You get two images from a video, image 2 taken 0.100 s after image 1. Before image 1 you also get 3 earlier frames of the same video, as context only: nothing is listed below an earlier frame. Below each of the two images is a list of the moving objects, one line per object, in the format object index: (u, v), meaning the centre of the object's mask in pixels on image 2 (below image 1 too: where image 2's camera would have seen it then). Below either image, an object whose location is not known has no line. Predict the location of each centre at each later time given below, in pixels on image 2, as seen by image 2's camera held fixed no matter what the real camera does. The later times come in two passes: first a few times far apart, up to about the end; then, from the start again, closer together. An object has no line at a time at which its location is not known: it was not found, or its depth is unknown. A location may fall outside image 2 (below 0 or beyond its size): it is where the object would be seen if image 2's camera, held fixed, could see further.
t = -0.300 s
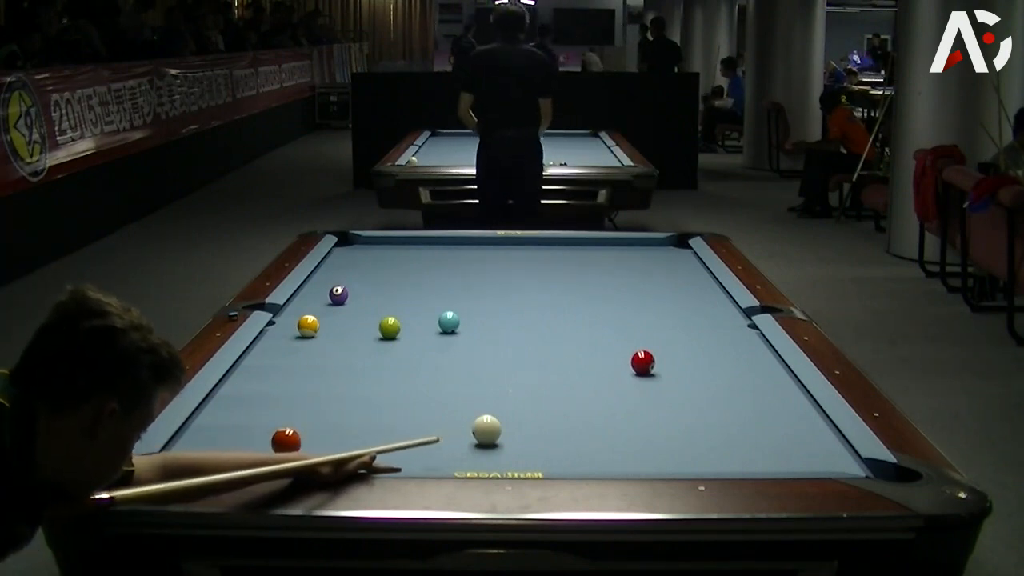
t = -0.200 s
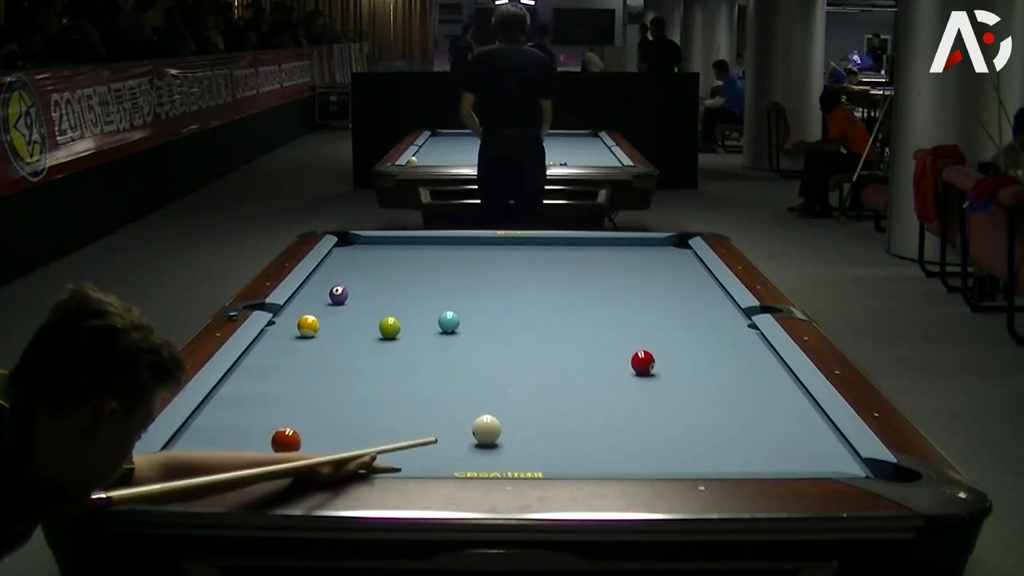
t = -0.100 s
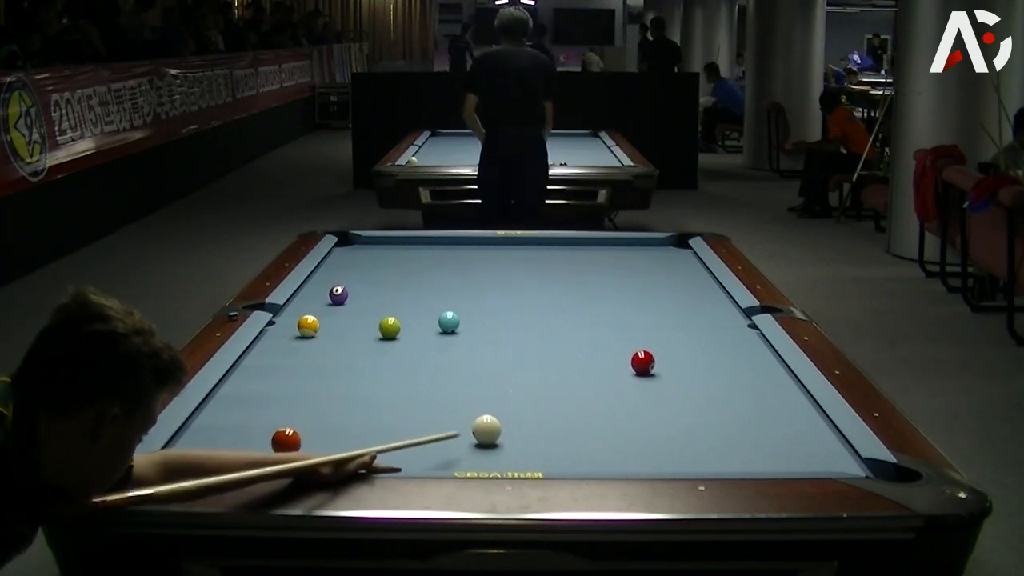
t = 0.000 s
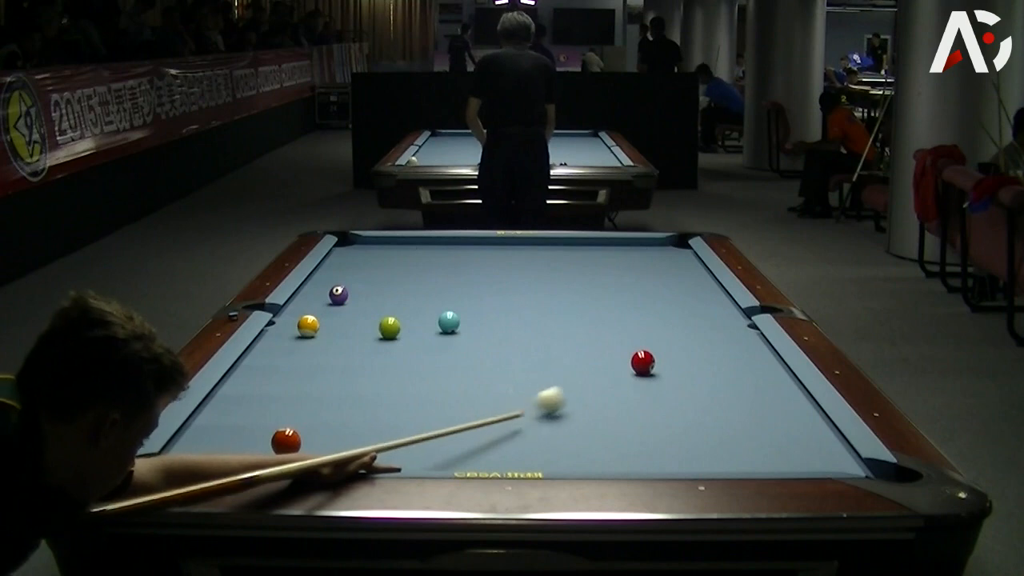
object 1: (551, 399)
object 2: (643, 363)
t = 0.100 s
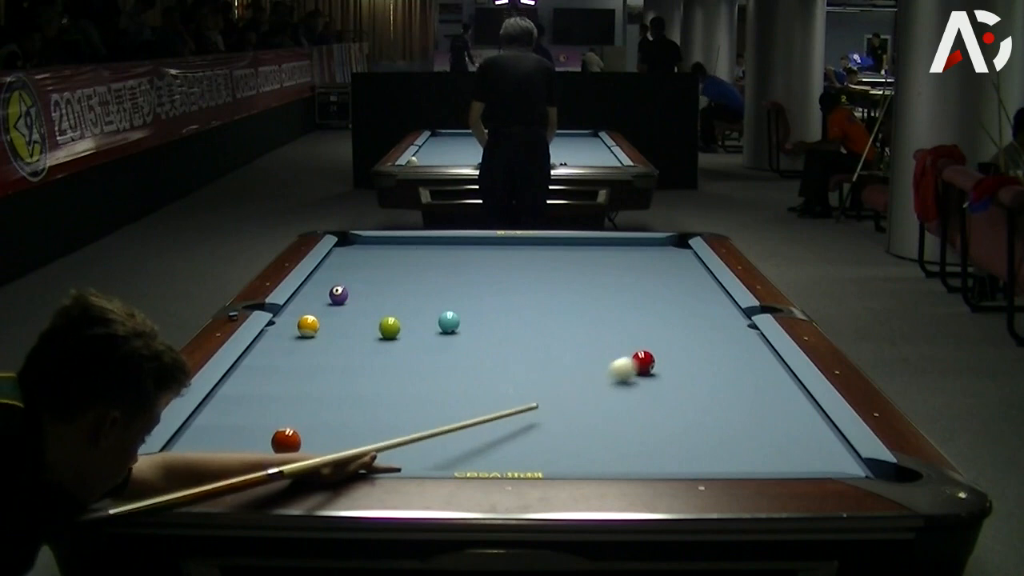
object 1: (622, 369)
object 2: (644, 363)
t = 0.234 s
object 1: (627, 363)
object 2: (712, 336)
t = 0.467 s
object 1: (640, 351)
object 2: (665, 307)
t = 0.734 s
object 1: (656, 338)
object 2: (575, 286)
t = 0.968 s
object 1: (668, 328)
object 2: (512, 272)
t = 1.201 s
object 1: (679, 319)
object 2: (456, 259)
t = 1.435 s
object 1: (688, 310)
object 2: (406, 248)
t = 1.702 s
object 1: (698, 301)
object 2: (354, 241)
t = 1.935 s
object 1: (705, 295)
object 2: (363, 247)
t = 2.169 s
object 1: (711, 288)
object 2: (383, 253)
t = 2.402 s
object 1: (708, 283)
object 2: (403, 259)
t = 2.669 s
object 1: (699, 278)
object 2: (428, 266)
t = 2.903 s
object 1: (693, 273)
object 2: (450, 272)
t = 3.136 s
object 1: (686, 269)
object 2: (472, 279)
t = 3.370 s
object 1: (681, 266)
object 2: (494, 286)
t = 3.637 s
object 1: (675, 263)
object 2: (520, 294)
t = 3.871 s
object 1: (670, 260)
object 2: (542, 300)
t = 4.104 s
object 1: (666, 257)
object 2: (565, 307)
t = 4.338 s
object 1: (662, 255)
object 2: (588, 314)
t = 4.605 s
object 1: (658, 253)
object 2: (614, 322)
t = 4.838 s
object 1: (656, 251)
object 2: (637, 329)
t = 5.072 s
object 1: (653, 250)
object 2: (660, 336)
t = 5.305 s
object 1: (651, 249)
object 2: (683, 343)
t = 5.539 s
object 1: (650, 248)
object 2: (705, 349)
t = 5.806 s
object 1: (648, 247)
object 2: (729, 357)
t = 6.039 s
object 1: (647, 247)
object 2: (750, 363)
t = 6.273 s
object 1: (647, 246)
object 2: (770, 370)
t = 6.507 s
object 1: (646, 246)
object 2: (779, 375)
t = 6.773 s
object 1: (646, 246)
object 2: (775, 380)
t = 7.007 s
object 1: (646, 246)
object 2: (772, 384)
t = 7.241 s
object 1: (646, 246)
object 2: (769, 389)
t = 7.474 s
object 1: (646, 246)
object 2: (767, 393)
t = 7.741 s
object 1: (646, 246)
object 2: (765, 396)
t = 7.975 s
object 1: (646, 246)
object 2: (763, 398)
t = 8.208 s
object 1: (646, 246)
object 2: (762, 401)
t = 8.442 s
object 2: (761, 402)
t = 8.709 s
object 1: (646, 246)
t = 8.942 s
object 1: (646, 246)
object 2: (760, 404)
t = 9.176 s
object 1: (646, 246)
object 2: (760, 404)
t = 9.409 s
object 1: (646, 246)
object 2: (760, 404)
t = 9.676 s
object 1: (646, 246)
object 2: (760, 404)
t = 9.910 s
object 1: (646, 246)
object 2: (760, 404)
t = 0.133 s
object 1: (628, 366)
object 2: (656, 357)
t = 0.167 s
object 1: (628, 366)
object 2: (676, 349)
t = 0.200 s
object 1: (627, 365)
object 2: (694, 342)
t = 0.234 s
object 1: (627, 363)
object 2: (712, 336)
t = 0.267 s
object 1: (628, 362)
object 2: (727, 330)
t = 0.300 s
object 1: (630, 361)
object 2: (742, 324)
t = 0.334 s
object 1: (632, 359)
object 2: (729, 320)
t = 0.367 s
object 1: (634, 357)
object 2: (712, 316)
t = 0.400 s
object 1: (636, 355)
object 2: (696, 313)
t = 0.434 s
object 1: (638, 353)
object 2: (680, 310)
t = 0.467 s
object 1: (640, 351)
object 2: (665, 307)
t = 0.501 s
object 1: (643, 350)
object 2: (651, 304)
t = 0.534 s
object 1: (645, 348)
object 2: (639, 301)
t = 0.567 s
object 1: (647, 346)
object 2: (627, 298)
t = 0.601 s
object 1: (649, 345)
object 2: (616, 296)
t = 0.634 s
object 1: (651, 343)
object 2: (605, 293)
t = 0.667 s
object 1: (653, 341)
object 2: (595, 291)
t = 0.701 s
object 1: (654, 340)
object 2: (585, 289)
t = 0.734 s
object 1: (656, 338)
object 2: (575, 286)
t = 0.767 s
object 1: (658, 337)
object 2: (566, 284)
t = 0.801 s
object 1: (660, 335)
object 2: (556, 282)
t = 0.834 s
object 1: (662, 334)
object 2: (547, 280)
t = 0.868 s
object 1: (663, 332)
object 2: (538, 278)
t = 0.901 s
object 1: (665, 331)
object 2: (529, 276)
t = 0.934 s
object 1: (667, 329)
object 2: (521, 274)
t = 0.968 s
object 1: (668, 328)
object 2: (512, 272)
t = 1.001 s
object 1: (670, 327)
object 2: (503, 270)
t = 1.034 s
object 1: (671, 325)
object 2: (495, 268)
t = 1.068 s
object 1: (673, 324)
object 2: (487, 266)
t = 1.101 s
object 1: (674, 323)
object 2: (479, 264)
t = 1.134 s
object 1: (676, 321)
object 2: (471, 263)
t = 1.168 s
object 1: (677, 320)
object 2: (463, 261)
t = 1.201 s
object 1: (679, 319)
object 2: (456, 259)
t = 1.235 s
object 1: (680, 318)
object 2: (448, 257)
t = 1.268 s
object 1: (682, 316)
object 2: (441, 256)
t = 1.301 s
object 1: (683, 315)
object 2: (434, 254)
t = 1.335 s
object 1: (684, 313)
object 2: (427, 252)
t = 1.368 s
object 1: (686, 312)
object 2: (420, 251)
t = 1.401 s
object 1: (687, 311)
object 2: (413, 249)
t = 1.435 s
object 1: (688, 310)
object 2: (406, 248)
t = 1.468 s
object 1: (690, 309)
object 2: (400, 246)
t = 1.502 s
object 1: (691, 308)
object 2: (394, 245)
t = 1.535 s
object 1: (692, 307)
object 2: (387, 244)
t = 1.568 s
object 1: (693, 306)
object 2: (381, 243)
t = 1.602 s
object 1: (694, 305)
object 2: (375, 241)
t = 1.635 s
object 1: (696, 303)
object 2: (368, 240)
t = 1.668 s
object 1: (697, 303)
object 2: (361, 240)
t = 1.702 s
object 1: (698, 301)
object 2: (354, 241)
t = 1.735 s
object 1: (699, 300)
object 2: (347, 241)
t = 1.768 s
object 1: (700, 299)
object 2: (345, 242)
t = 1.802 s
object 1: (701, 298)
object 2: (349, 243)
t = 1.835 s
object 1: (702, 297)
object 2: (353, 244)
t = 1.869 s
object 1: (703, 296)
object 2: (356, 245)
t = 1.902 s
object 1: (704, 296)
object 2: (359, 245)
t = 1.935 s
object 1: (705, 295)
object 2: (363, 247)
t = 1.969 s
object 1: (706, 294)
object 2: (366, 248)
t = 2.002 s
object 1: (707, 293)
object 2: (369, 248)
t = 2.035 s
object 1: (708, 292)
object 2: (372, 249)
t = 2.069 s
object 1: (708, 291)
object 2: (375, 250)
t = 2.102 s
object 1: (710, 290)
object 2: (378, 251)
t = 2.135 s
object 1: (710, 289)
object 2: (381, 252)
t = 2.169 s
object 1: (711, 288)
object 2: (383, 253)
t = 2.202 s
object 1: (712, 288)
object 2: (386, 254)
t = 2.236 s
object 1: (713, 287)
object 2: (389, 255)
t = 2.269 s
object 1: (713, 286)
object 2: (392, 255)
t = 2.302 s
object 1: (712, 285)
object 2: (395, 256)
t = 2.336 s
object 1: (710, 284)
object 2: (398, 257)
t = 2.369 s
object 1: (709, 284)
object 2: (401, 258)
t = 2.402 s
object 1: (708, 283)
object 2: (403, 259)
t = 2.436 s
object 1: (707, 282)
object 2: (407, 260)
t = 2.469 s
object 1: (706, 282)
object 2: (410, 261)
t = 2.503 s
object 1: (705, 281)
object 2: (413, 262)
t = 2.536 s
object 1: (703, 280)
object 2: (416, 263)
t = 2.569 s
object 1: (702, 279)
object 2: (419, 264)
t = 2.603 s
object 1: (701, 279)
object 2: (422, 264)
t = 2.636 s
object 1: (700, 278)
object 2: (425, 265)
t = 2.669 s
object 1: (699, 278)
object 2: (428, 266)
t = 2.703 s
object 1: (698, 277)
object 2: (431, 267)
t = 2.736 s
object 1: (697, 276)
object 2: (434, 268)
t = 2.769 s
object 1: (696, 276)
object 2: (437, 269)
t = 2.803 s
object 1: (695, 275)
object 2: (440, 270)
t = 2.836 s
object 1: (695, 274)
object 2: (443, 271)
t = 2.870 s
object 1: (694, 274)
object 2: (447, 271)
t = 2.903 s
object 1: (693, 273)
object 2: (450, 272)
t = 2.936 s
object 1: (691, 273)
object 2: (453, 273)
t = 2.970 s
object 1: (691, 272)
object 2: (456, 274)
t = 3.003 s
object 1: (690, 272)
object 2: (459, 275)
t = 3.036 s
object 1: (689, 271)
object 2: (462, 276)
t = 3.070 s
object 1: (688, 271)
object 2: (465, 277)
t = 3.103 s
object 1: (687, 270)
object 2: (468, 278)
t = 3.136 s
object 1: (686, 269)
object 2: (472, 279)
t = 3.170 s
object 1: (685, 269)
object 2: (475, 280)
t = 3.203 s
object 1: (684, 269)
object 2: (478, 281)
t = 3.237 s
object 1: (683, 268)
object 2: (481, 282)
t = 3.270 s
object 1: (683, 268)
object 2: (484, 283)
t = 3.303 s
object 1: (682, 267)
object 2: (487, 284)
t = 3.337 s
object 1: (681, 267)
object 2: (491, 285)
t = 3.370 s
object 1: (681, 266)
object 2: (494, 286)
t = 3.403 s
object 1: (680, 266)
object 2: (497, 287)
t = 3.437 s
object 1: (679, 265)
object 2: (500, 288)
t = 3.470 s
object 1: (678, 265)
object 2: (504, 289)
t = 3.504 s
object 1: (678, 264)
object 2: (506, 290)
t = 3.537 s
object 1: (677, 264)
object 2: (510, 291)
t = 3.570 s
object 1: (676, 264)
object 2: (513, 291)
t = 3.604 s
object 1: (675, 263)
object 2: (516, 292)
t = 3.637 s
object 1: (675, 263)
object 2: (520, 294)
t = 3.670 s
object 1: (674, 262)
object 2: (523, 295)
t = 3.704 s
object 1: (674, 262)
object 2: (526, 296)
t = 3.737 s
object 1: (673, 261)
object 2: (530, 296)
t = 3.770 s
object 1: (672, 261)
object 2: (533, 297)
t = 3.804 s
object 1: (671, 261)
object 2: (536, 298)
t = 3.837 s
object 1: (671, 260)
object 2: (539, 299)
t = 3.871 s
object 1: (670, 260)
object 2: (542, 300)
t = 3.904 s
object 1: (669, 259)
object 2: (546, 301)
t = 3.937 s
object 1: (669, 259)
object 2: (549, 302)
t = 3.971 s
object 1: (668, 259)
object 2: (552, 303)
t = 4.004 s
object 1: (668, 258)
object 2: (555, 304)
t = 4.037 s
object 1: (667, 258)
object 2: (559, 305)
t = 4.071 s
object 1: (666, 258)
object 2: (562, 306)
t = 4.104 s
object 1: (666, 257)
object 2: (565, 307)
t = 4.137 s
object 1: (666, 257)
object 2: (568, 308)
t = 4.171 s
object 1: (665, 257)
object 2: (572, 309)
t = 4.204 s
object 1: (665, 256)
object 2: (575, 310)
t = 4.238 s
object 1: (664, 256)
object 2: (578, 311)
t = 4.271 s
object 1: (663, 256)
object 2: (582, 312)
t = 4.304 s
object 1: (663, 255)
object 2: (585, 313)
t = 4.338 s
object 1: (662, 255)
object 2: (588, 314)
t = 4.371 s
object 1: (662, 255)
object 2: (591, 315)
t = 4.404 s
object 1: (661, 255)
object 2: (595, 316)
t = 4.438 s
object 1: (661, 254)
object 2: (598, 317)
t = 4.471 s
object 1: (660, 254)
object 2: (601, 318)
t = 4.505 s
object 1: (660, 254)
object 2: (605, 319)
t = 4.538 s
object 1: (659, 254)
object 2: (608, 320)
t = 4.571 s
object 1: (659, 253)
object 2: (611, 321)
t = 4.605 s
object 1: (658, 253)
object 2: (614, 322)
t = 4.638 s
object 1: (658, 253)
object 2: (618, 323)
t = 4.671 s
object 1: (658, 252)
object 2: (621, 324)
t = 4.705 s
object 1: (657, 252)
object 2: (624, 325)
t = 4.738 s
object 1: (657, 252)
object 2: (628, 326)
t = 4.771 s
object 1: (657, 252)
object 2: (631, 327)
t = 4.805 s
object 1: (656, 252)
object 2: (634, 328)
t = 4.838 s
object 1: (656, 251)
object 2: (637, 329)
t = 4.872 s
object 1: (656, 251)
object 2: (641, 330)
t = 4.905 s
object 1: (655, 251)
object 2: (644, 331)
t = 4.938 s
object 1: (655, 251)
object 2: (647, 332)
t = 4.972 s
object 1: (654, 250)
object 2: (650, 333)
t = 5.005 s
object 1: (654, 250)
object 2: (654, 334)
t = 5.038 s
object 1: (654, 250)
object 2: (657, 335)
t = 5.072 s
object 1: (653, 250)
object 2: (660, 336)
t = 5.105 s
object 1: (653, 249)
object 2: (663, 337)
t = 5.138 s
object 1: (653, 249)
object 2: (666, 338)
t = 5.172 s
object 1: (652, 249)
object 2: (670, 339)
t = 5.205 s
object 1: (652, 249)
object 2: (673, 340)
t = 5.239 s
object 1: (652, 249)
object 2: (676, 341)
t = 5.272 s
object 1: (651, 249)
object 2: (680, 342)
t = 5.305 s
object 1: (651, 249)
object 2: (683, 343)
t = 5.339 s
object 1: (651, 249)
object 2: (686, 344)
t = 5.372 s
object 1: (651, 249)
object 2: (689, 345)
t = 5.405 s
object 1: (651, 248)
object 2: (692, 345)
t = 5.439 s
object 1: (650, 248)
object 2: (695, 346)
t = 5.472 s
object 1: (650, 248)
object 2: (698, 347)
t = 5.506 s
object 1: (650, 248)
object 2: (702, 348)
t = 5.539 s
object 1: (650, 248)
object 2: (705, 349)
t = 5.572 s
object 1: (650, 248)
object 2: (708, 350)
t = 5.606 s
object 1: (649, 248)
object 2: (711, 351)
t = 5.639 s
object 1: (649, 248)
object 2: (714, 352)
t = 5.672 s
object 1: (649, 247)
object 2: (718, 353)
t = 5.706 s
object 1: (649, 247)
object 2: (721, 354)
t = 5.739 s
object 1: (649, 247)
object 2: (724, 355)
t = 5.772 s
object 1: (648, 247)
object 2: (726, 356)
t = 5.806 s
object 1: (648, 247)
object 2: (729, 357)
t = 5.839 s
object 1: (648, 247)
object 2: (732, 358)
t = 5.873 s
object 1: (648, 247)
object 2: (735, 359)
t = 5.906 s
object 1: (648, 247)
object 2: (738, 360)
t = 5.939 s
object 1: (648, 247)
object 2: (741, 360)
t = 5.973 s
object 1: (647, 247)
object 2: (744, 361)
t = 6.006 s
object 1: (647, 247)
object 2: (747, 362)
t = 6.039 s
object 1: (647, 247)
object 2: (750, 363)
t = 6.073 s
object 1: (647, 246)
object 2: (753, 364)
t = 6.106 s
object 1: (647, 246)
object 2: (756, 365)
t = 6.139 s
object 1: (647, 246)
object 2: (759, 366)
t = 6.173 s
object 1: (647, 246)
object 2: (762, 367)
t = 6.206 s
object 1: (647, 246)
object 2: (765, 368)
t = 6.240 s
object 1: (647, 246)
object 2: (768, 369)
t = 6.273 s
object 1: (647, 246)
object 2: (770, 370)
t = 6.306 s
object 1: (647, 246)
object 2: (773, 370)
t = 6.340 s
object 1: (646, 246)
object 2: (776, 371)
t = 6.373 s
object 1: (646, 246)
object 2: (778, 372)
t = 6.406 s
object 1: (646, 246)
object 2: (780, 373)
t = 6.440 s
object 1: (646, 246)
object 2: (780, 374)
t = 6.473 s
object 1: (646, 246)
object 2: (779, 374)
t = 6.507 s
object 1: (646, 246)
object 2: (779, 375)
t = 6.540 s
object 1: (646, 246)
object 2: (778, 376)
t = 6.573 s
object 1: (646, 246)
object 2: (778, 377)
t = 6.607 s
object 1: (646, 246)
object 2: (777, 377)
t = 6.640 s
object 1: (646, 246)
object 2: (777, 378)
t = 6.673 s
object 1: (646, 246)
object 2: (776, 378)
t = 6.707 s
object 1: (646, 246)
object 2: (776, 379)
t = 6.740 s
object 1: (646, 246)
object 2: (776, 379)
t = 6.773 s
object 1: (646, 246)
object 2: (775, 380)
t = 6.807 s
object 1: (646, 246)
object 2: (775, 381)
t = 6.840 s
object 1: (646, 246)
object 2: (774, 382)
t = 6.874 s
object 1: (646, 246)
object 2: (774, 382)
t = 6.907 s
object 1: (646, 246)
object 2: (773, 383)
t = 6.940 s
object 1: (646, 246)
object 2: (772, 384)
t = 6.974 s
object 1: (646, 246)
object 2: (772, 384)
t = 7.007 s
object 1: (646, 246)
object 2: (772, 384)
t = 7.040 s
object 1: (646, 246)
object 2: (772, 385)
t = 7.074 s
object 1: (646, 246)
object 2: (771, 386)
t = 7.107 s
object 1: (646, 246)
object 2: (771, 386)
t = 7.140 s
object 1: (646, 246)
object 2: (771, 387)
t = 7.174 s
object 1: (646, 246)
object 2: (770, 388)
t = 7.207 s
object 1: (646, 246)
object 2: (770, 388)
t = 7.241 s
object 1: (646, 246)
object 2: (769, 389)
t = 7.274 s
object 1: (646, 246)
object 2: (769, 390)
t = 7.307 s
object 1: (646, 246)
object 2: (769, 390)
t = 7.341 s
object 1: (646, 246)
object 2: (768, 390)
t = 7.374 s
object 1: (646, 246)
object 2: (768, 391)
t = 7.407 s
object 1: (647, 246)
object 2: (768, 391)
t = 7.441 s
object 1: (646, 246)
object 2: (767, 392)
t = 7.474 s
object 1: (646, 246)
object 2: (767, 393)
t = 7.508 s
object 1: (646, 246)
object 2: (767, 393)
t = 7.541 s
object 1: (646, 246)
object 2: (766, 393)
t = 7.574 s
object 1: (646, 246)
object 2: (766, 394)
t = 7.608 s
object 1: (647, 246)
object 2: (765, 394)
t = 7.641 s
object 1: (646, 246)
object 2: (765, 395)
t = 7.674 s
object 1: (646, 246)
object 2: (765, 395)
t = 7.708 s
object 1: (646, 246)
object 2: (765, 396)
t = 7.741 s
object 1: (646, 246)
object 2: (765, 396)
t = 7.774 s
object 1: (646, 246)
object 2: (765, 396)
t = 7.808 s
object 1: (646, 246)
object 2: (764, 397)
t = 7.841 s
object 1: (646, 246)
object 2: (764, 397)
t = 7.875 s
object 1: (646, 246)
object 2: (764, 398)
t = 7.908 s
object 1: (646, 246)
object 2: (764, 398)
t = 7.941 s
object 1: (646, 246)
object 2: (763, 398)
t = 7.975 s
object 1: (646, 246)
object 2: (763, 398)
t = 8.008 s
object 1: (646, 245)
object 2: (763, 399)
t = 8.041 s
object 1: (646, 246)
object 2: (763, 399)
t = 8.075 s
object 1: (646, 246)
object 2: (762, 399)
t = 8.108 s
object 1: (646, 246)
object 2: (762, 400)
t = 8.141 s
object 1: (646, 246)
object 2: (762, 400)
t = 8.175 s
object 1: (646, 246)
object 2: (762, 400)
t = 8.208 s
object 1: (646, 246)
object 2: (762, 401)
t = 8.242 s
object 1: (646, 246)
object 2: (761, 401)
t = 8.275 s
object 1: (646, 246)
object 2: (765, 402)
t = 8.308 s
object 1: (646, 246)
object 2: (761, 401)
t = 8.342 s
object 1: (646, 246)
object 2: (761, 402)
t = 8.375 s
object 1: (646, 246)
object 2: (761, 402)
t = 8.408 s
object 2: (761, 402)
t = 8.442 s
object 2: (761, 402)
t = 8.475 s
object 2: (761, 403)
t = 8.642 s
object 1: (643, 245)
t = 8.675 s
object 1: (646, 246)
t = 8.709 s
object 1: (646, 246)
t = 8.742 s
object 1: (646, 246)
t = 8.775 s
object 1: (646, 246)
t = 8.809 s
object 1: (646, 246)
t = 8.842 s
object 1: (646, 246)
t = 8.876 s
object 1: (646, 246)
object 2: (760, 404)
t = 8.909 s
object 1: (646, 246)
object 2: (760, 405)
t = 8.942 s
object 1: (646, 246)
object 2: (760, 404)
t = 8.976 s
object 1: (646, 246)
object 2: (760, 404)
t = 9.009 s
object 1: (646, 246)
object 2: (760, 404)
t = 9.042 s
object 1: (646, 246)
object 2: (760, 404)
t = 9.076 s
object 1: (646, 246)
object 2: (760, 404)
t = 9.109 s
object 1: (646, 246)
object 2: (760, 404)
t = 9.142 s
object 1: (646, 246)
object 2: (760, 404)
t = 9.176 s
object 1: (646, 246)
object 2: (760, 404)
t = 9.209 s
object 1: (646, 246)
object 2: (760, 404)
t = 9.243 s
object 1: (646, 246)
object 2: (760, 404)
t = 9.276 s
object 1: (646, 246)
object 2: (760, 404)
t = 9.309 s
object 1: (646, 246)
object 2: (760, 404)
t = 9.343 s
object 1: (646, 246)
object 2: (760, 404)
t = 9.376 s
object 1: (646, 246)
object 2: (761, 404)
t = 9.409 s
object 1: (646, 246)
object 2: (760, 404)
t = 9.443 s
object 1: (646, 246)
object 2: (760, 404)
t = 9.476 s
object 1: (646, 246)
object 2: (760, 404)
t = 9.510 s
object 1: (646, 246)
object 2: (760, 404)
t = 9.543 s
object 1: (646, 246)
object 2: (761, 404)
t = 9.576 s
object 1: (646, 246)
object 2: (760, 404)
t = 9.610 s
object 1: (646, 246)
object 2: (760, 404)
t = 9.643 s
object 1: (646, 246)
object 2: (760, 404)
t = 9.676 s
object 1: (646, 246)
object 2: (760, 404)
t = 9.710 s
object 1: (646, 246)
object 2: (760, 404)
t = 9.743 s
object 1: (646, 246)
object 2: (760, 404)
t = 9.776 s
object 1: (646, 246)
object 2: (760, 404)
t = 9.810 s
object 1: (646, 246)
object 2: (760, 404)
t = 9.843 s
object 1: (646, 246)
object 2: (760, 404)
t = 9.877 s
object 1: (646, 246)
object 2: (760, 404)
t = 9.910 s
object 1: (646, 246)
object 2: (760, 404)
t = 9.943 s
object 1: (646, 246)
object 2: (760, 404)
